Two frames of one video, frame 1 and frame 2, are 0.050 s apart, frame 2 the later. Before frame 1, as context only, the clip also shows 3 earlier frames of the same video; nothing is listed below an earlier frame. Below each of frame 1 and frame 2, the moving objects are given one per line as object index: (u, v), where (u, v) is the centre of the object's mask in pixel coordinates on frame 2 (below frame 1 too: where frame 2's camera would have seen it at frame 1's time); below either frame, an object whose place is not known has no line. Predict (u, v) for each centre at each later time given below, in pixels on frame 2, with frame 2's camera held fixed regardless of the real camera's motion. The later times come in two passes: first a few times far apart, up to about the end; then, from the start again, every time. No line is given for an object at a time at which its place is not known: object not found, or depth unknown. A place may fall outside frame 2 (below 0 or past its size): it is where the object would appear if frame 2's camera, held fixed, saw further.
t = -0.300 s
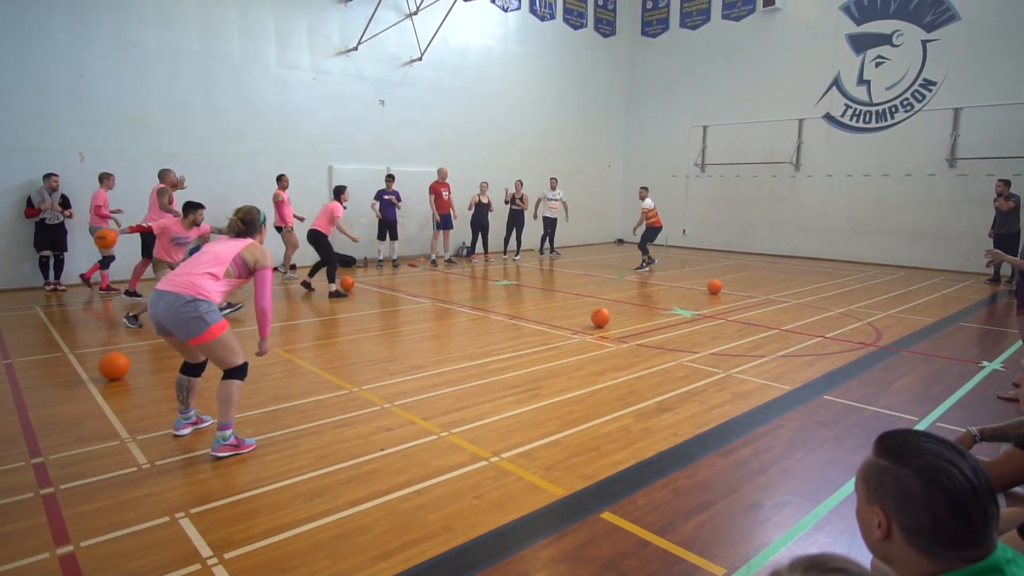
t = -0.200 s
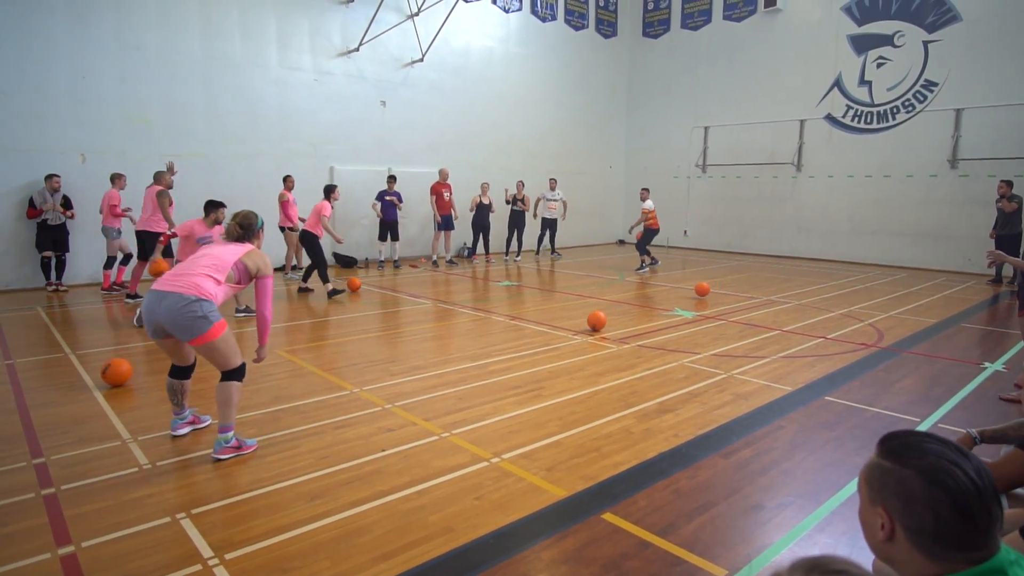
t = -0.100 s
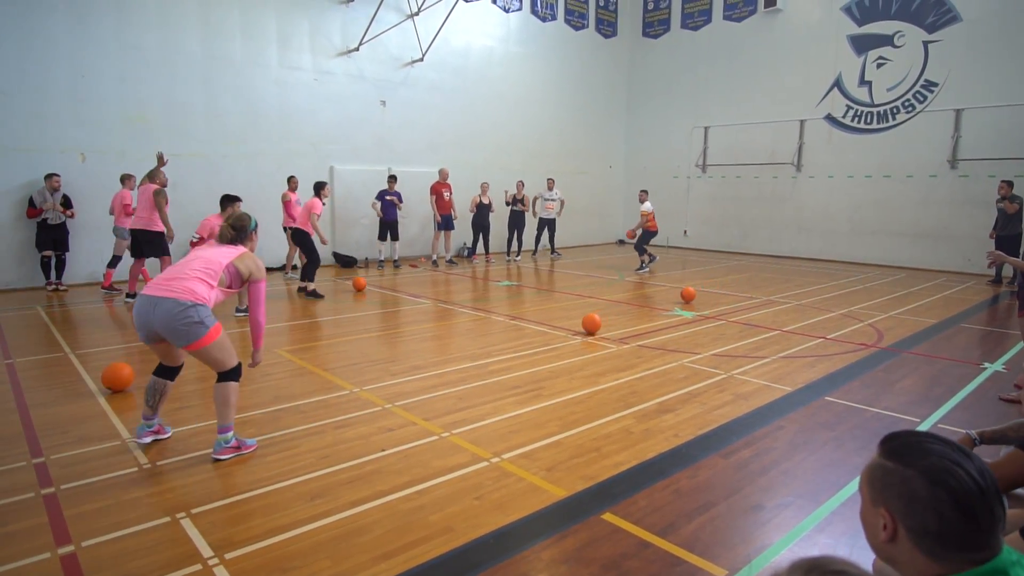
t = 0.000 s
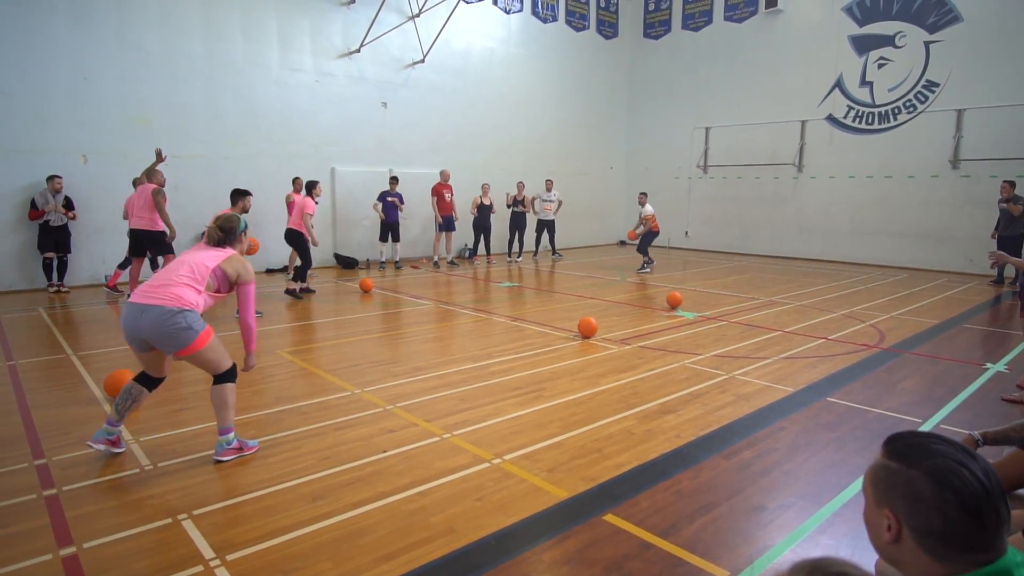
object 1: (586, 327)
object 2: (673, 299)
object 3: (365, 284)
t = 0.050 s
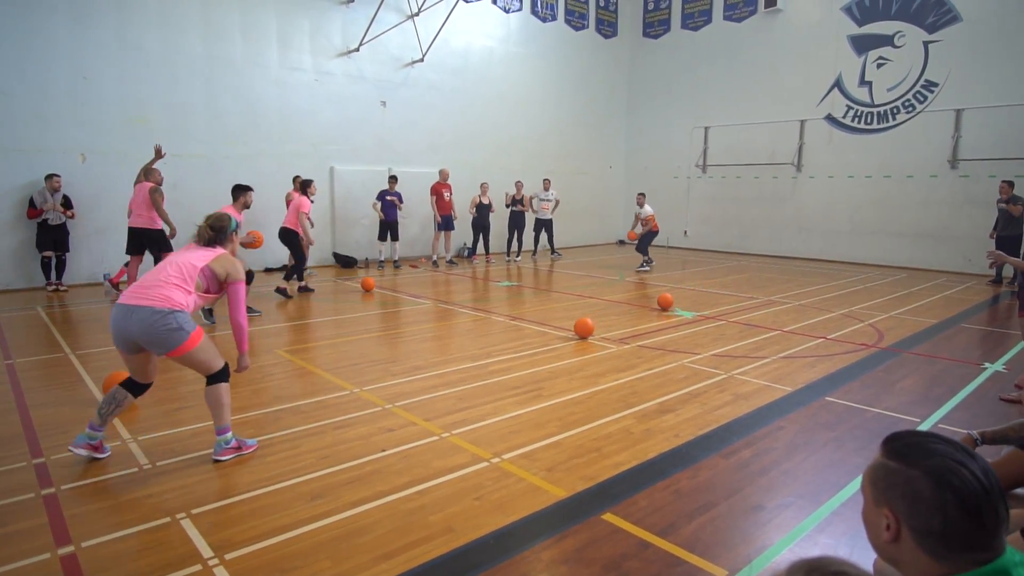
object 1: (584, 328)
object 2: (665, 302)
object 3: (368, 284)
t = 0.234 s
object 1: (574, 333)
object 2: (634, 310)
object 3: (377, 284)
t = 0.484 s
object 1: (559, 341)
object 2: (585, 324)
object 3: (390, 284)
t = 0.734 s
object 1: (544, 350)
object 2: (525, 340)
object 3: (402, 284)
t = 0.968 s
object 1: (528, 359)
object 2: (456, 359)
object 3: (413, 283)
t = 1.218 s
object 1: (509, 369)
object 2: (364, 385)
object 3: (424, 283)
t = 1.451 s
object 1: (490, 380)
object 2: (256, 415)
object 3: (434, 283)
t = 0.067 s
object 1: (583, 328)
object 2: (662, 302)
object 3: (368, 284)
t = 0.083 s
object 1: (582, 329)
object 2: (660, 303)
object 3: (369, 284)
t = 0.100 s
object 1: (581, 329)
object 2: (657, 304)
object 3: (370, 284)
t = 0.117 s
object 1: (580, 330)
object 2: (654, 305)
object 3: (371, 284)
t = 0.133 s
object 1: (579, 330)
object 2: (651, 306)
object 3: (371, 284)
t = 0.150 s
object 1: (579, 331)
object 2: (649, 306)
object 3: (373, 284)
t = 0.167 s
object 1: (578, 331)
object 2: (646, 307)
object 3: (374, 283)
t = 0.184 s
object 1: (577, 332)
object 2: (643, 308)
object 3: (375, 284)
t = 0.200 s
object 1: (576, 332)
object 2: (640, 308)
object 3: (375, 284)
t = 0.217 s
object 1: (575, 333)
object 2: (637, 309)
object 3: (376, 284)
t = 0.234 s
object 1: (574, 333)
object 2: (634, 310)
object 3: (377, 284)
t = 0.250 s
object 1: (573, 333)
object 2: (631, 311)
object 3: (378, 284)
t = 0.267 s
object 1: (572, 334)
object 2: (628, 312)
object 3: (379, 284)
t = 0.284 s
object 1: (571, 335)
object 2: (625, 312)
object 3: (380, 284)
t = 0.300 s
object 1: (570, 335)
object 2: (622, 313)
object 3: (381, 284)
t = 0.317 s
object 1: (569, 336)
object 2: (619, 314)
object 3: (382, 284)
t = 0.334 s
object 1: (568, 336)
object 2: (615, 316)
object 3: (383, 284)
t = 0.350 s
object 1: (567, 337)
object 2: (612, 316)
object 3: (384, 284)
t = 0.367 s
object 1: (566, 337)
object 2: (609, 316)
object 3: (384, 284)
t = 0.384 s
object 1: (565, 338)
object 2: (606, 317)
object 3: (385, 284)
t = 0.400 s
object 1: (564, 339)
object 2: (602, 318)
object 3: (386, 284)
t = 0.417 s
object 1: (563, 339)
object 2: (599, 320)
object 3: (387, 284)
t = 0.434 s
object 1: (562, 340)
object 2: (595, 321)
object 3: (388, 284)
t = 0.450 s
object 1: (561, 340)
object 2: (592, 322)
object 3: (388, 284)
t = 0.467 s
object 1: (560, 341)
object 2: (588, 323)
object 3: (389, 284)
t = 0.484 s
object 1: (559, 341)
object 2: (585, 324)
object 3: (390, 284)
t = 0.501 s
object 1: (559, 342)
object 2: (581, 325)
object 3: (391, 284)
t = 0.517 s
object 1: (558, 342)
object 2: (577, 326)
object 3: (392, 284)
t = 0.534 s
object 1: (557, 342)
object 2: (574, 327)
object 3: (392, 284)
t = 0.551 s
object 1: (555, 343)
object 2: (570, 327)
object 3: (393, 284)
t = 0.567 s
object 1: (554, 344)
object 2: (567, 328)
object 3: (394, 284)
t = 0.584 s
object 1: (553, 344)
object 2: (563, 329)
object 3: (395, 283)
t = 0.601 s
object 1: (552, 345)
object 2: (559, 329)
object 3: (396, 284)
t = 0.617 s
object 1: (551, 346)
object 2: (555, 329)
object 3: (396, 284)
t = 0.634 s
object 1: (550, 346)
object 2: (550, 330)
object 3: (397, 284)
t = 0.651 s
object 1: (549, 347)
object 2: (546, 331)
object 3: (398, 284)
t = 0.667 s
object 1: (548, 347)
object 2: (540, 333)
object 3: (399, 283)
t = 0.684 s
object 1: (547, 348)
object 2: (535, 335)
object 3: (399, 283)
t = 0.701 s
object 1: (546, 348)
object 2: (531, 337)
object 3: (400, 283)
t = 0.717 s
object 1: (545, 349)
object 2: (528, 338)
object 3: (401, 283)
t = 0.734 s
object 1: (544, 350)
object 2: (525, 340)
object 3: (402, 284)
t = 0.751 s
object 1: (542, 350)
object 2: (521, 341)
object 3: (403, 284)
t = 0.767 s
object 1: (541, 351)
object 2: (516, 344)
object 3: (404, 283)
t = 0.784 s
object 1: (540, 352)
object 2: (511, 344)
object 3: (404, 283)
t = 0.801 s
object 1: (539, 352)
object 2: (507, 346)
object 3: (405, 283)
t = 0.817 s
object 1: (538, 353)
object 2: (502, 347)
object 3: (406, 284)
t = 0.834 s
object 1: (537, 354)
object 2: (497, 349)
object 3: (407, 283)
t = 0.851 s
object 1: (535, 354)
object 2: (492, 350)
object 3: (407, 283)
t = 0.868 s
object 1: (534, 355)
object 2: (487, 351)
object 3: (408, 283)
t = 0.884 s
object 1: (533, 356)
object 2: (482, 352)
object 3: (409, 283)
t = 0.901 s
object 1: (532, 356)
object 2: (477, 353)
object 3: (410, 283)
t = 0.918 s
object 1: (531, 357)
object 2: (472, 355)
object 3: (411, 283)
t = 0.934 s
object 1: (530, 357)
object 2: (467, 357)
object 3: (411, 283)
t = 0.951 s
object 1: (529, 358)
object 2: (461, 358)
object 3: (412, 283)
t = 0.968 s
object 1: (528, 359)
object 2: (456, 359)
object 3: (413, 283)
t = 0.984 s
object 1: (526, 359)
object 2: (450, 361)
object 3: (414, 283)
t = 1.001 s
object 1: (525, 360)
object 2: (445, 362)
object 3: (414, 283)
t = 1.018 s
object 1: (524, 361)
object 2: (439, 365)
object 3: (415, 283)
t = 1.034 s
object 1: (523, 361)
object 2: (433, 366)
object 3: (416, 283)
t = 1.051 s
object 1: (521, 362)
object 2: (428, 367)
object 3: (417, 283)
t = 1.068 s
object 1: (520, 363)
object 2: (422, 368)
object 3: (417, 283)
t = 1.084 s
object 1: (519, 364)
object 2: (416, 370)
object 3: (418, 283)
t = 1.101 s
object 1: (518, 364)
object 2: (410, 372)
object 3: (419, 283)
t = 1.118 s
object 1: (517, 365)
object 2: (404, 374)
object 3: (420, 283)
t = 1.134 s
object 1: (515, 366)
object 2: (398, 376)
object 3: (421, 283)
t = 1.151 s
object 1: (514, 366)
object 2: (391, 377)
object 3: (421, 283)
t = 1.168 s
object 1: (513, 367)
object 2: (384, 379)
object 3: (422, 283)
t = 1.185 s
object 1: (511, 368)
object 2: (378, 382)
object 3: (423, 283)
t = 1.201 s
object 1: (510, 368)
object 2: (371, 383)
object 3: (423, 283)
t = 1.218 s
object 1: (509, 369)
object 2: (364, 385)
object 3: (424, 283)
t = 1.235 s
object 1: (508, 370)
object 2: (357, 387)
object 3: (425, 283)
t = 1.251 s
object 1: (506, 371)
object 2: (350, 389)
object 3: (425, 283)
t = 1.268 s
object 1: (505, 372)
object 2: (343, 391)
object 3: (426, 283)
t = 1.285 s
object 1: (504, 372)
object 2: (336, 394)
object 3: (427, 283)
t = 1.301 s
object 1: (503, 373)
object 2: (328, 396)
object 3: (428, 283)
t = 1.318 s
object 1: (501, 374)
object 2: (321, 398)
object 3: (428, 283)
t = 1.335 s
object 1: (500, 375)
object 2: (313, 399)
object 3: (429, 283)
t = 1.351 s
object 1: (498, 375)
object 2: (305, 402)
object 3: (430, 283)
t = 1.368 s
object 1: (497, 376)
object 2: (297, 405)
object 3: (430, 283)
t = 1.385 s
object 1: (496, 377)
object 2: (289, 408)
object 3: (431, 283)
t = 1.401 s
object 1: (494, 378)
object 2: (281, 410)
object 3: (432, 283)
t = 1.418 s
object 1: (493, 378)
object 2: (273, 411)
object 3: (432, 283)
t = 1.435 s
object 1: (492, 380)
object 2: (264, 413)
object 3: (433, 283)
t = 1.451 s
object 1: (490, 380)
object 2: (256, 415)
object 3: (434, 283)
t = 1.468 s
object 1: (489, 381)
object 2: (247, 419)
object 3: (434, 283)
